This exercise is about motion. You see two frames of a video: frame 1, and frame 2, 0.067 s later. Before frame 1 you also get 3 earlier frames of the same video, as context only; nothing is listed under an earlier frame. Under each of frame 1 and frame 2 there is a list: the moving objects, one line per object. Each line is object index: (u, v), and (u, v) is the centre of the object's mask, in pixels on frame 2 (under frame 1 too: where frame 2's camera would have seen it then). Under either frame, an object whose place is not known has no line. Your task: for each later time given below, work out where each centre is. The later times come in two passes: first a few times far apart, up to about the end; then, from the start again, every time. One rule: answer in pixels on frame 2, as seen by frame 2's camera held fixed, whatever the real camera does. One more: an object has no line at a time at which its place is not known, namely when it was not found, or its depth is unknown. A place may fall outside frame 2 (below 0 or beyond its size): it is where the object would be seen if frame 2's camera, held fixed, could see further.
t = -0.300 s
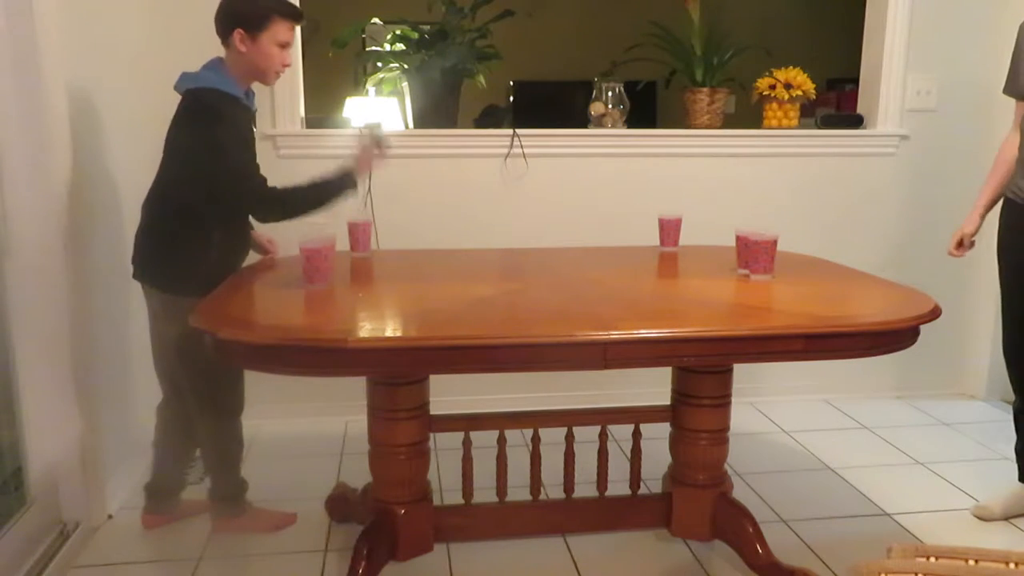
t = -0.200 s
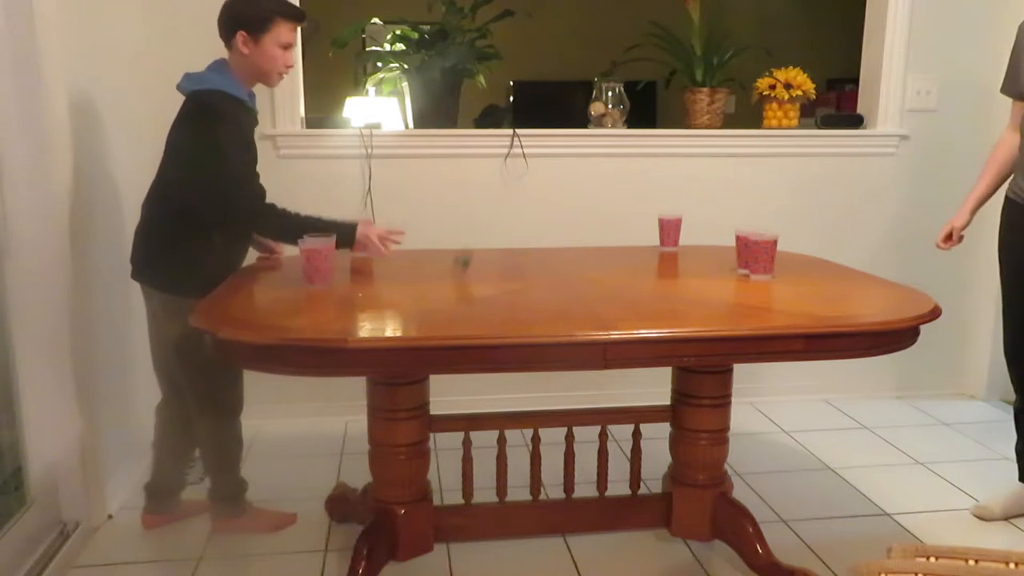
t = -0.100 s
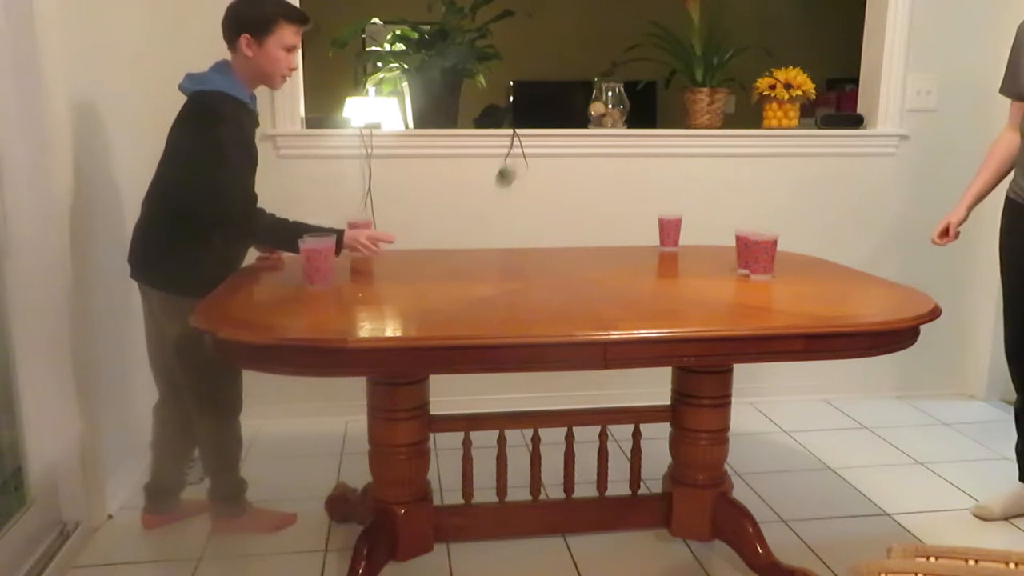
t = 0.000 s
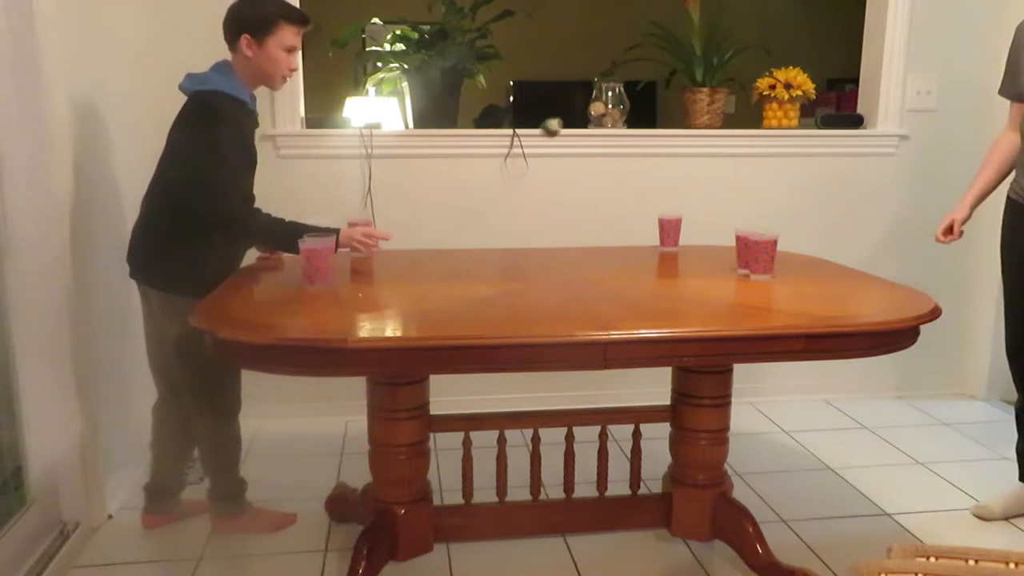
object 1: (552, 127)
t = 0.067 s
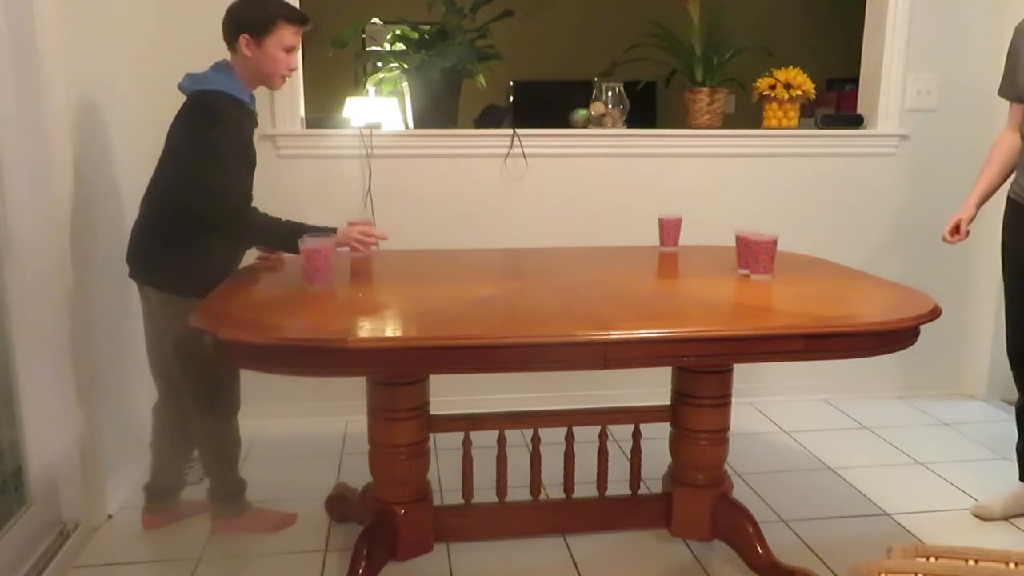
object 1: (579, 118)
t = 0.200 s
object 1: (640, 151)
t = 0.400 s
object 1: (722, 238)
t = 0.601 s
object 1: (805, 206)
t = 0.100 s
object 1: (596, 115)
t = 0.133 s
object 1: (611, 125)
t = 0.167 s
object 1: (625, 136)
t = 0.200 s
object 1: (640, 151)
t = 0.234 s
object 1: (654, 172)
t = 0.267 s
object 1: (665, 197)
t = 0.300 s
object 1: (681, 223)
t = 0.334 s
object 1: (694, 254)
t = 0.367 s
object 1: (709, 258)
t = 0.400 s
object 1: (722, 238)
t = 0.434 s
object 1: (736, 222)
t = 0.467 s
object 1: (750, 210)
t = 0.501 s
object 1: (764, 202)
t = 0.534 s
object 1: (777, 201)
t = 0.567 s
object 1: (790, 201)
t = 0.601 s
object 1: (805, 206)
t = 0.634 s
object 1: (816, 215)
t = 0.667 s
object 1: (829, 229)
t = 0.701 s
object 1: (840, 249)
